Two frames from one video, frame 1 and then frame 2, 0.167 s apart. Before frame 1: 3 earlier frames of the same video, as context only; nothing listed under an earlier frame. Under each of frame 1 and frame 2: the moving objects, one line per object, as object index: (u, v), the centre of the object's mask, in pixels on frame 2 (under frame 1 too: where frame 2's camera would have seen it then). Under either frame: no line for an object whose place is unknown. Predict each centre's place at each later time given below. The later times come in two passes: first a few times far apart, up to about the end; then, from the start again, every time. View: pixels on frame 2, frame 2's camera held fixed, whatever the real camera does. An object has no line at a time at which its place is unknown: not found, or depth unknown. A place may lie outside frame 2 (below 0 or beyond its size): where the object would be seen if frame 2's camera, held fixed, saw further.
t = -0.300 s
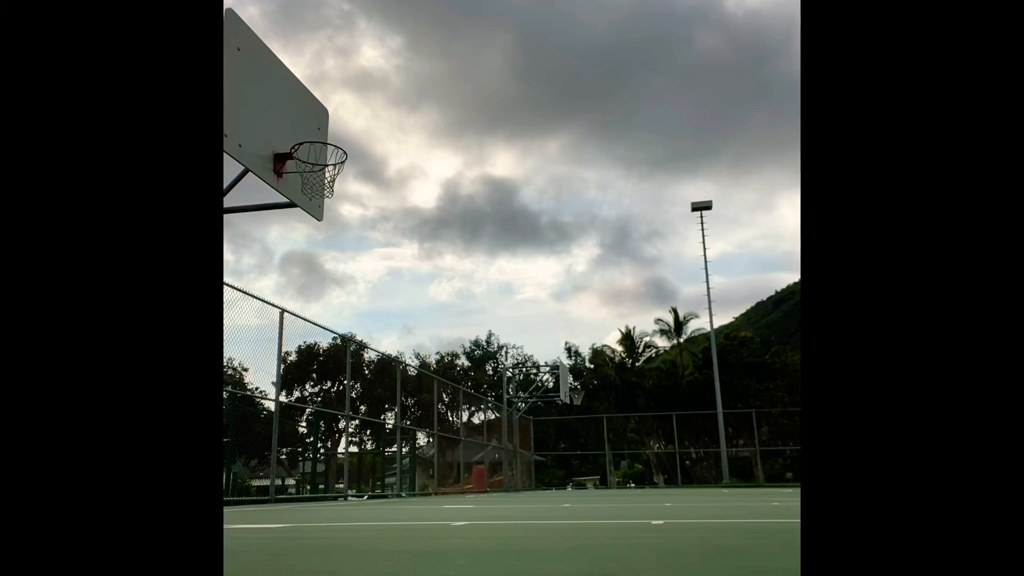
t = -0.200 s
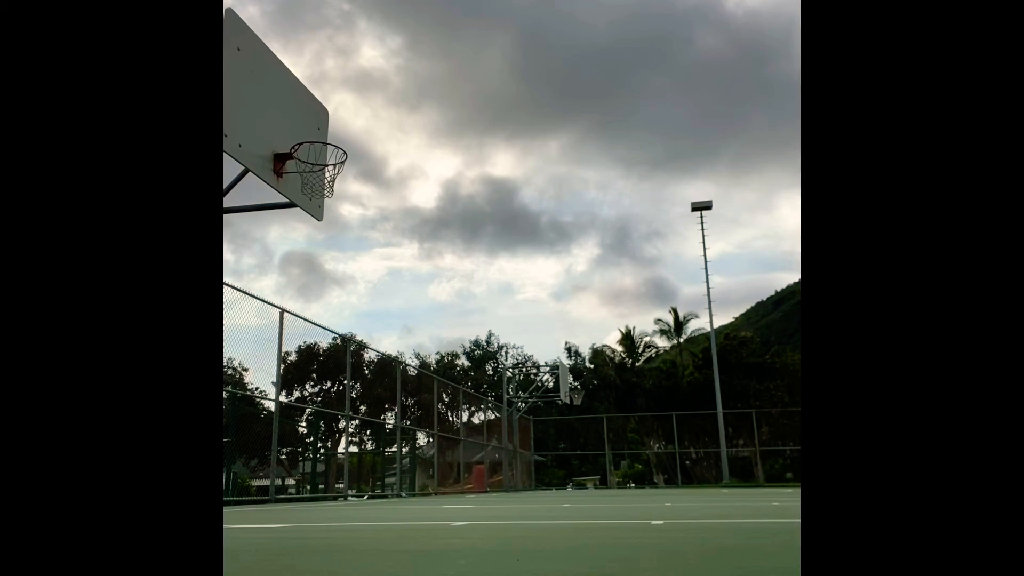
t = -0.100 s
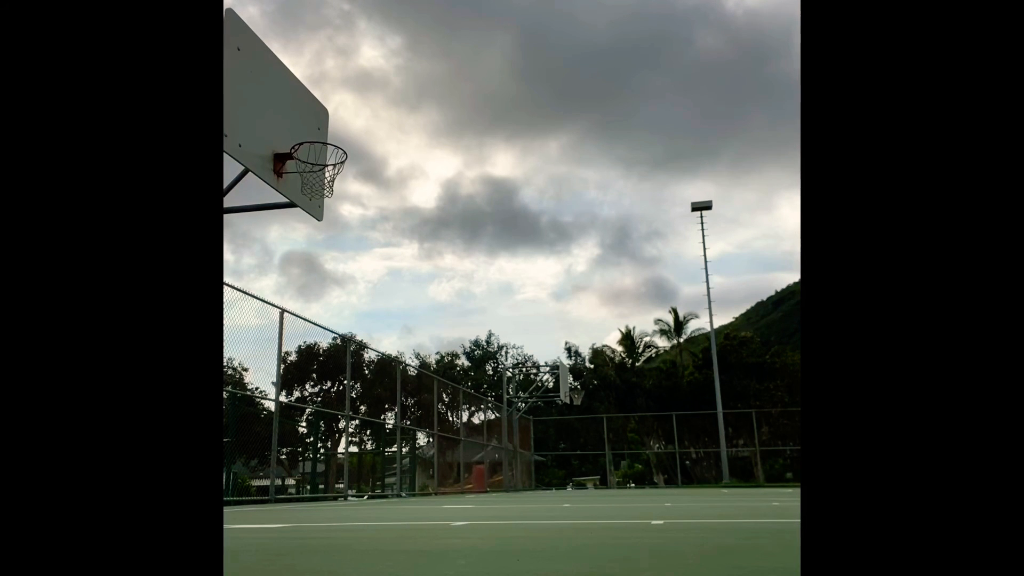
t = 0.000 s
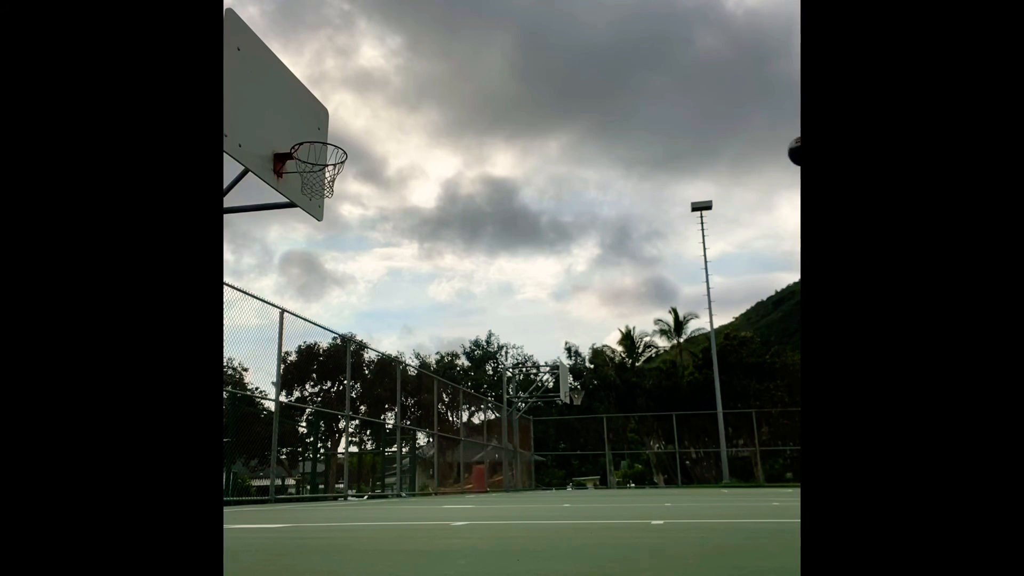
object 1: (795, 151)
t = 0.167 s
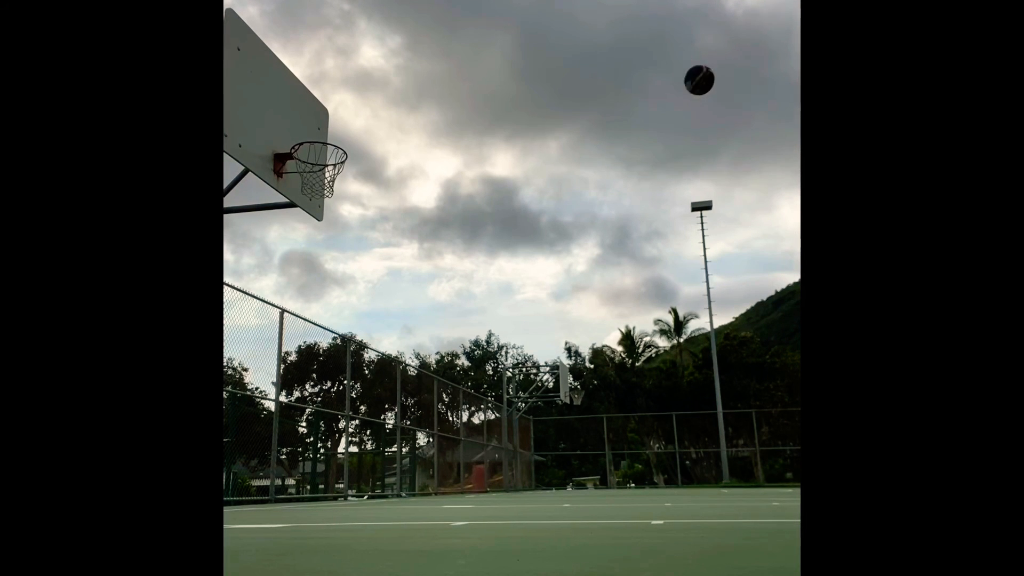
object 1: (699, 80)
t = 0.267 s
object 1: (643, 56)
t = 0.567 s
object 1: (494, 49)
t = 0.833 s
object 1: (375, 117)
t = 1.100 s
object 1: (305, 136)
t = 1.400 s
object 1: (328, 150)
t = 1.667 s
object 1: (306, 178)
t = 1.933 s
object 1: (320, 190)
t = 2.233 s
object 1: (333, 243)
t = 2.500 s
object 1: (338, 384)
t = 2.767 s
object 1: (343, 411)
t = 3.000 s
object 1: (348, 303)
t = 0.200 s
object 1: (680, 70)
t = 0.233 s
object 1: (661, 62)
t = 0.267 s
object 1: (643, 56)
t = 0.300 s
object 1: (625, 50)
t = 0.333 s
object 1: (608, 46)
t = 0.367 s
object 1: (591, 43)
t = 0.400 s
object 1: (574, 41)
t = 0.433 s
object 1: (557, 41)
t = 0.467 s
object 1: (541, 41)
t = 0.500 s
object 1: (525, 43)
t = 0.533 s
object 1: (510, 46)
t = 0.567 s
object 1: (494, 49)
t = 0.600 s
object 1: (479, 54)
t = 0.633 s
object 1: (464, 60)
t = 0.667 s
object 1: (449, 67)
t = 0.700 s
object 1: (434, 75)
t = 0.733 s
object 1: (419, 84)
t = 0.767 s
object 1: (405, 94)
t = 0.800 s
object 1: (390, 105)
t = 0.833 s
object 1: (375, 117)
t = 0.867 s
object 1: (361, 131)
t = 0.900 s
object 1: (347, 145)
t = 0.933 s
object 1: (340, 141)
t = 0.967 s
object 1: (333, 138)
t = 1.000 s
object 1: (326, 136)
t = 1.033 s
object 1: (319, 135)
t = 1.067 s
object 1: (312, 135)
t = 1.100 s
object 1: (305, 136)
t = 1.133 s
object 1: (297, 139)
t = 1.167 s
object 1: (302, 138)
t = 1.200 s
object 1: (307, 137)
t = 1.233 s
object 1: (312, 139)
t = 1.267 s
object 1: (317, 141)
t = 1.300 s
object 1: (322, 144)
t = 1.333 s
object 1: (327, 149)
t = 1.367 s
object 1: (330, 152)
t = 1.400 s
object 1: (328, 150)
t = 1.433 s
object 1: (328, 150)
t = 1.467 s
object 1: (326, 150)
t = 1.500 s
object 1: (325, 152)
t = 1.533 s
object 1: (321, 155)
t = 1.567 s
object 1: (317, 159)
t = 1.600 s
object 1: (312, 165)
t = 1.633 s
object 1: (308, 172)
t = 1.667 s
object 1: (306, 178)
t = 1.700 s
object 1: (304, 181)
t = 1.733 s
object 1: (306, 181)
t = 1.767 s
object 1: (308, 181)
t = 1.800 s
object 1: (309, 182)
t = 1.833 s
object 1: (312, 184)
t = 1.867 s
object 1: (315, 186)
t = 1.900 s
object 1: (318, 188)
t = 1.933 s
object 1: (320, 190)
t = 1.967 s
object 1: (322, 192)
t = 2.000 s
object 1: (324, 195)
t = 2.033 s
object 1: (325, 198)
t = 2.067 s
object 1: (327, 202)
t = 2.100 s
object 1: (328, 208)
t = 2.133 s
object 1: (329, 215)
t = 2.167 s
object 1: (331, 223)
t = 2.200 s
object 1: (332, 232)
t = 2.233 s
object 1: (333, 243)
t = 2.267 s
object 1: (333, 255)
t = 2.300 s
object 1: (334, 269)
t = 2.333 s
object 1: (335, 284)
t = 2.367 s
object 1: (336, 301)
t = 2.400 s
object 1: (337, 319)
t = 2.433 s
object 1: (338, 339)
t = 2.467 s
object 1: (339, 362)
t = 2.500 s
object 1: (338, 384)
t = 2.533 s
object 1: (338, 410)
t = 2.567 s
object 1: (338, 437)
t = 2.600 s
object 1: (338, 467)
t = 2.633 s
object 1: (339, 498)
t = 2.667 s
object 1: (340, 480)
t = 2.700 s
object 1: (341, 455)
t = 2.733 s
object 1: (342, 432)
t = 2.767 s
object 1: (343, 411)
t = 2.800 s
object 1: (344, 391)
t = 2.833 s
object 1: (344, 373)
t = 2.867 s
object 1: (346, 356)
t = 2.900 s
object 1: (347, 341)
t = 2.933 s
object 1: (347, 327)
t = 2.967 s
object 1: (348, 314)
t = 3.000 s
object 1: (348, 303)
